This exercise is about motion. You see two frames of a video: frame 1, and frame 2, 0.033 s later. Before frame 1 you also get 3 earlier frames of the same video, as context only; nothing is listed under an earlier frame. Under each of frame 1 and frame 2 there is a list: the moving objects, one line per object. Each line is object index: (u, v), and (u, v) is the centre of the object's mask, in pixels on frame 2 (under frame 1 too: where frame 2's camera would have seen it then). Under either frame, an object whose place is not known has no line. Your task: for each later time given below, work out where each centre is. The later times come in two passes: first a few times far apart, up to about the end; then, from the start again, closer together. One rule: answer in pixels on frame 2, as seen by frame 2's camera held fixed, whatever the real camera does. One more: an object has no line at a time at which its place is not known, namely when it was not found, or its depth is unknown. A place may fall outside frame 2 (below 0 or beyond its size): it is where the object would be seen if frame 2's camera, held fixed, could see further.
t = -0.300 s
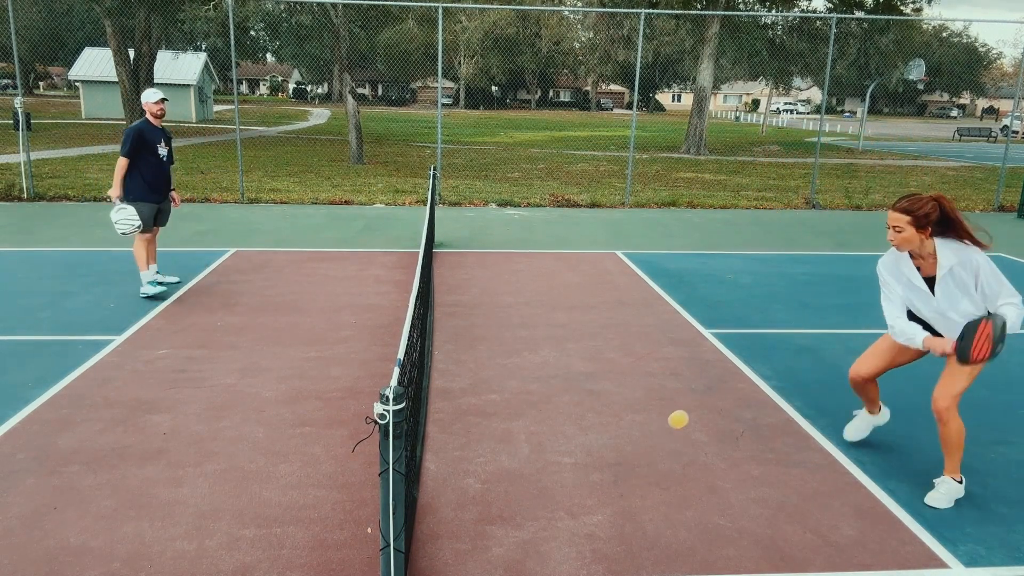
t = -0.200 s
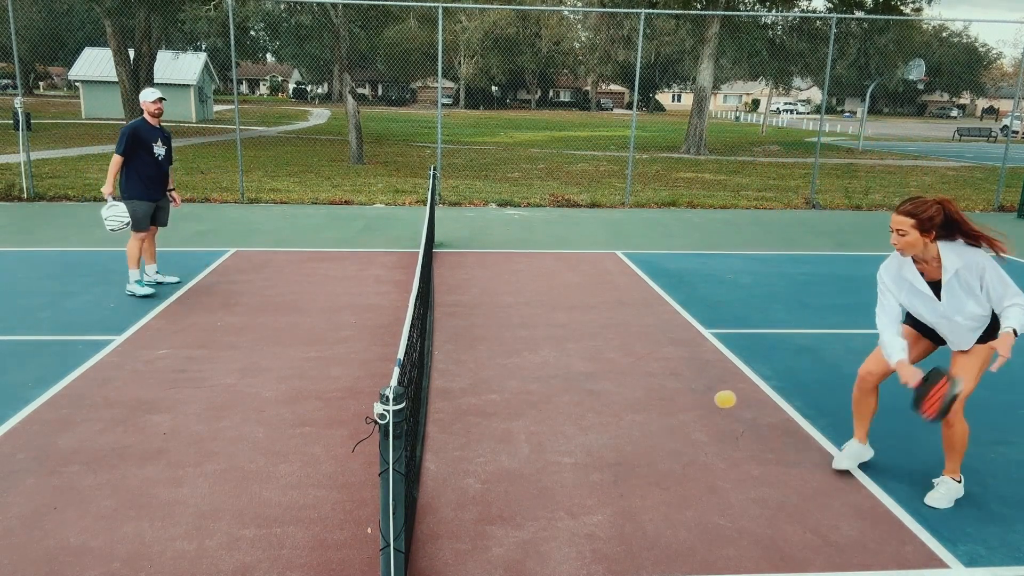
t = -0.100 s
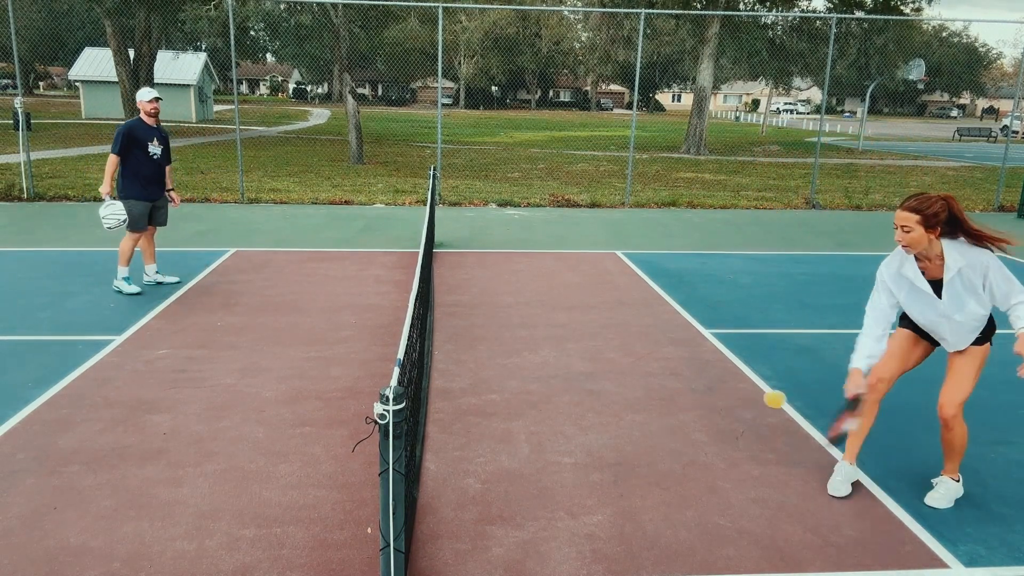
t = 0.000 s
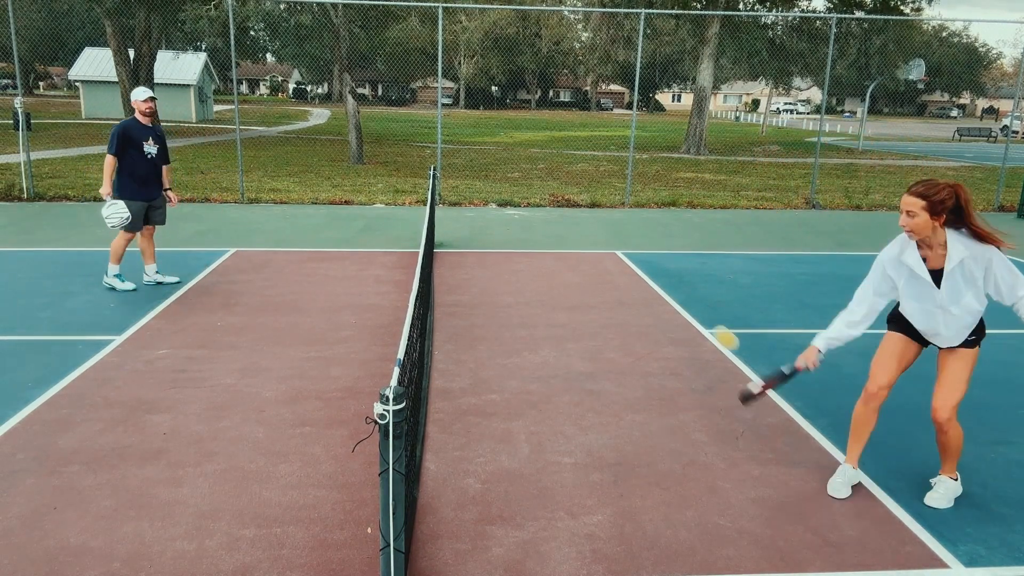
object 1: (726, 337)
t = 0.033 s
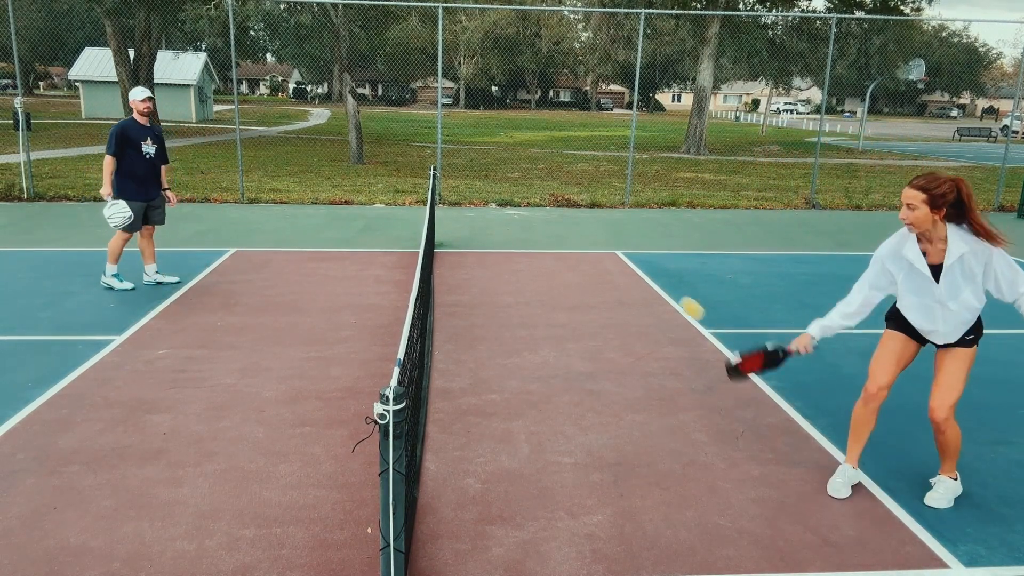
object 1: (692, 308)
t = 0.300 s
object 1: (488, 194)
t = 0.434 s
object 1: (420, 192)
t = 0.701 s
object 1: (326, 254)
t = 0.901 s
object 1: (284, 296)
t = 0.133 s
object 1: (602, 242)
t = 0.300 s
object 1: (488, 194)
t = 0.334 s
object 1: (469, 191)
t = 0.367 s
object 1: (451, 190)
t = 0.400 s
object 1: (435, 190)
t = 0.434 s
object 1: (420, 192)
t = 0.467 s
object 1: (405, 196)
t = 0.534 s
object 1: (378, 207)
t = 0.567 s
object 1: (367, 215)
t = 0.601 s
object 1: (356, 223)
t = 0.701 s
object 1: (326, 254)
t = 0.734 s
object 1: (317, 266)
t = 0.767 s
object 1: (309, 278)
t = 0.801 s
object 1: (301, 291)
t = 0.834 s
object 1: (294, 305)
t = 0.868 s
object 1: (288, 309)
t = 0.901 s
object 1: (284, 296)
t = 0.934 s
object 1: (281, 285)
